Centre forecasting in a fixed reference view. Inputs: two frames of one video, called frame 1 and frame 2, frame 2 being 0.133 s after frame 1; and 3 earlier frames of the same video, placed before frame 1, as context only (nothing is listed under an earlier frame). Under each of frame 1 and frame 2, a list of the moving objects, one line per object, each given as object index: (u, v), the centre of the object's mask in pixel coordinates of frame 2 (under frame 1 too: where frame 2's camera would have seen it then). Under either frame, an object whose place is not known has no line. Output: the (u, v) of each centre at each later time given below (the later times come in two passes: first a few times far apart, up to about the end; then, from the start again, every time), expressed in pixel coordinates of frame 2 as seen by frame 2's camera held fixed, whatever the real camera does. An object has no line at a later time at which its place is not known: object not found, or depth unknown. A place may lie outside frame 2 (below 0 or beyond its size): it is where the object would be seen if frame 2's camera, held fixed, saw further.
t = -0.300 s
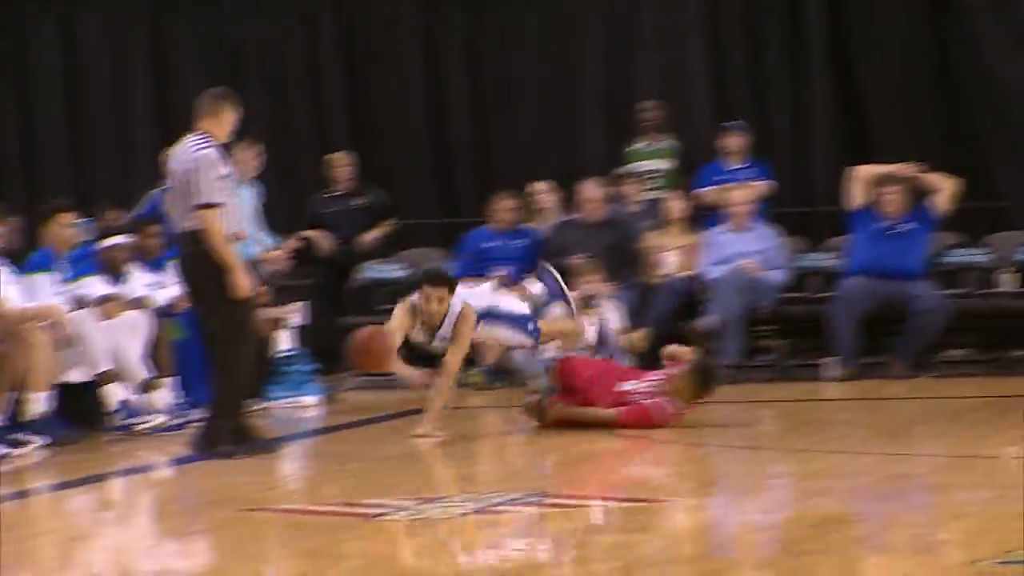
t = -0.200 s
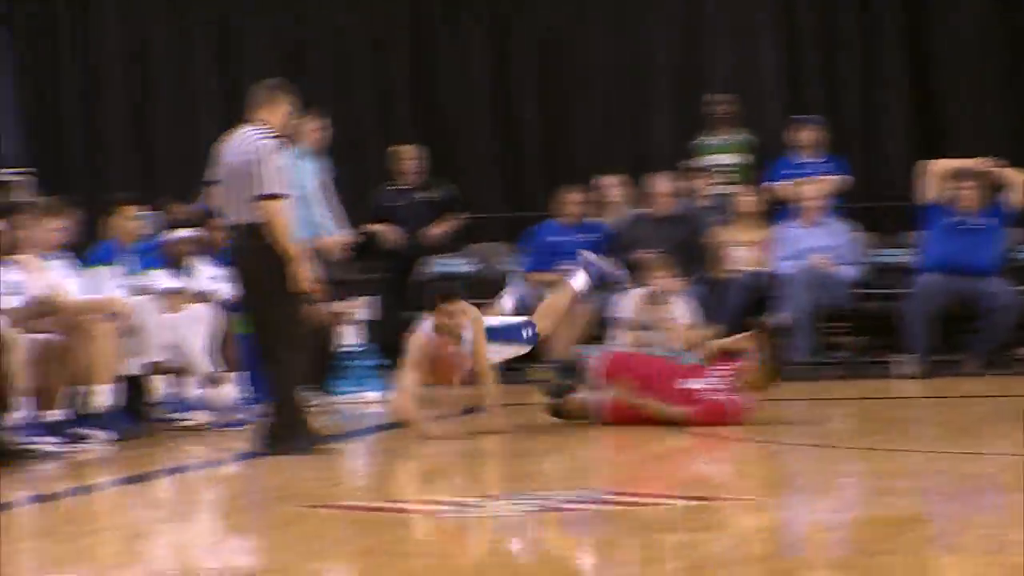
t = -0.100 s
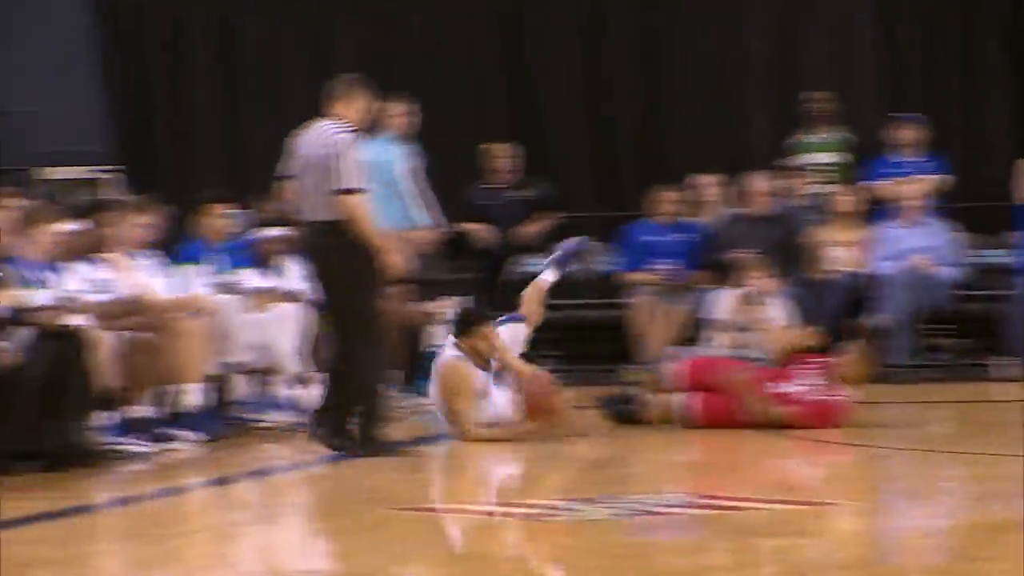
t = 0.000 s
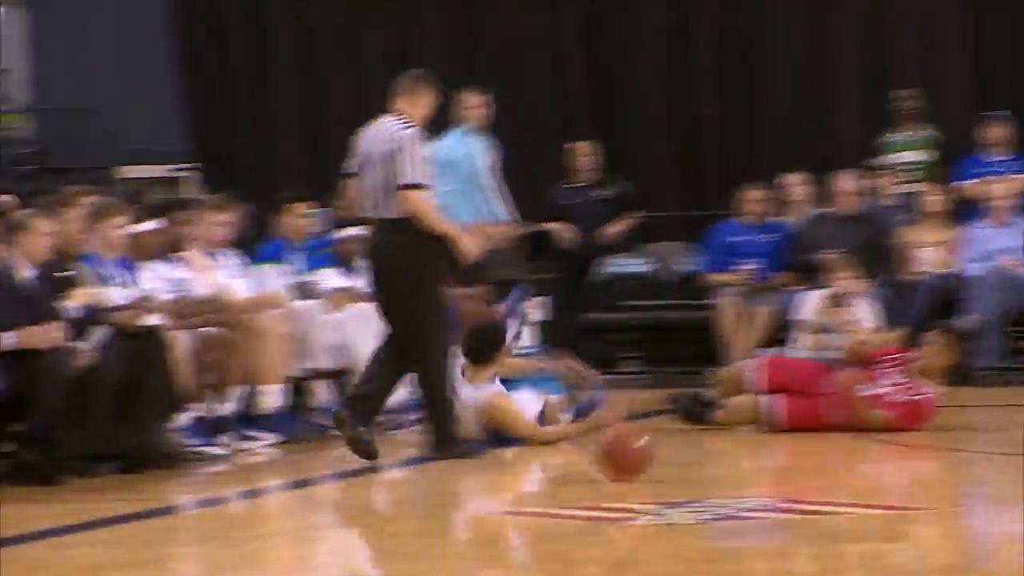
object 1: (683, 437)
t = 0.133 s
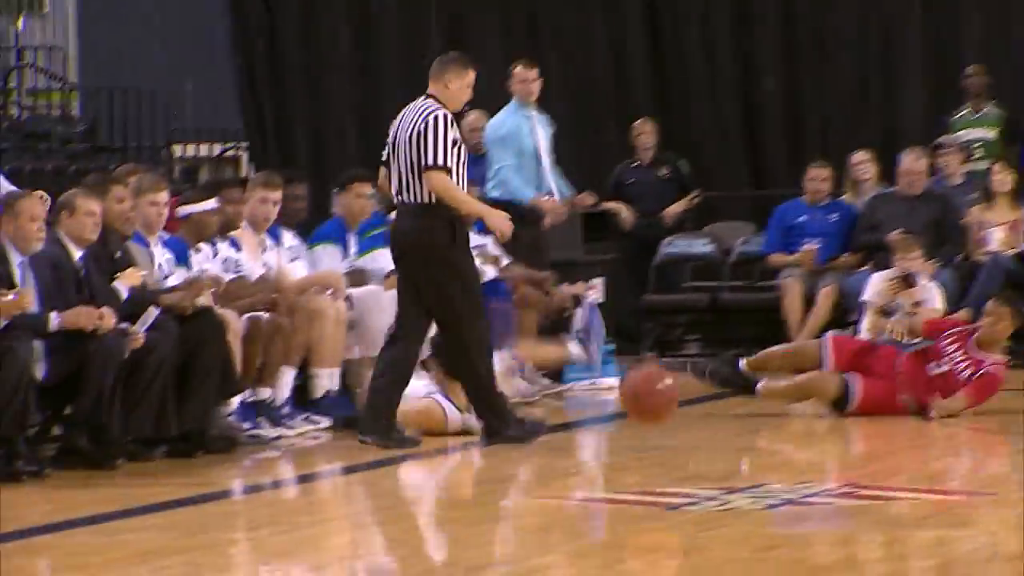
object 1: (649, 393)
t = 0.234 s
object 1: (622, 389)
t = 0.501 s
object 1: (545, 453)
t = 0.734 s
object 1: (464, 448)
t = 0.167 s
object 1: (640, 389)
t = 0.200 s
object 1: (631, 388)
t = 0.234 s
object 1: (622, 389)
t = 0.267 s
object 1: (613, 393)
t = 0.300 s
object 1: (604, 401)
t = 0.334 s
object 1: (596, 410)
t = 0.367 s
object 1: (585, 424)
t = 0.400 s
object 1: (576, 440)
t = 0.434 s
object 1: (567, 461)
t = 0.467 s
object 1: (557, 465)
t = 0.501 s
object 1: (545, 453)
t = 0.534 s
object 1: (534, 441)
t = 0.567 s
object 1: (523, 435)
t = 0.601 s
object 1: (511, 432)
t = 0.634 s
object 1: (500, 430)
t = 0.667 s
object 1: (488, 434)
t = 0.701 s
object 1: (476, 439)
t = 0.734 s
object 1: (464, 448)
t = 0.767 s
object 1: (452, 459)
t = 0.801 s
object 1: (441, 476)
